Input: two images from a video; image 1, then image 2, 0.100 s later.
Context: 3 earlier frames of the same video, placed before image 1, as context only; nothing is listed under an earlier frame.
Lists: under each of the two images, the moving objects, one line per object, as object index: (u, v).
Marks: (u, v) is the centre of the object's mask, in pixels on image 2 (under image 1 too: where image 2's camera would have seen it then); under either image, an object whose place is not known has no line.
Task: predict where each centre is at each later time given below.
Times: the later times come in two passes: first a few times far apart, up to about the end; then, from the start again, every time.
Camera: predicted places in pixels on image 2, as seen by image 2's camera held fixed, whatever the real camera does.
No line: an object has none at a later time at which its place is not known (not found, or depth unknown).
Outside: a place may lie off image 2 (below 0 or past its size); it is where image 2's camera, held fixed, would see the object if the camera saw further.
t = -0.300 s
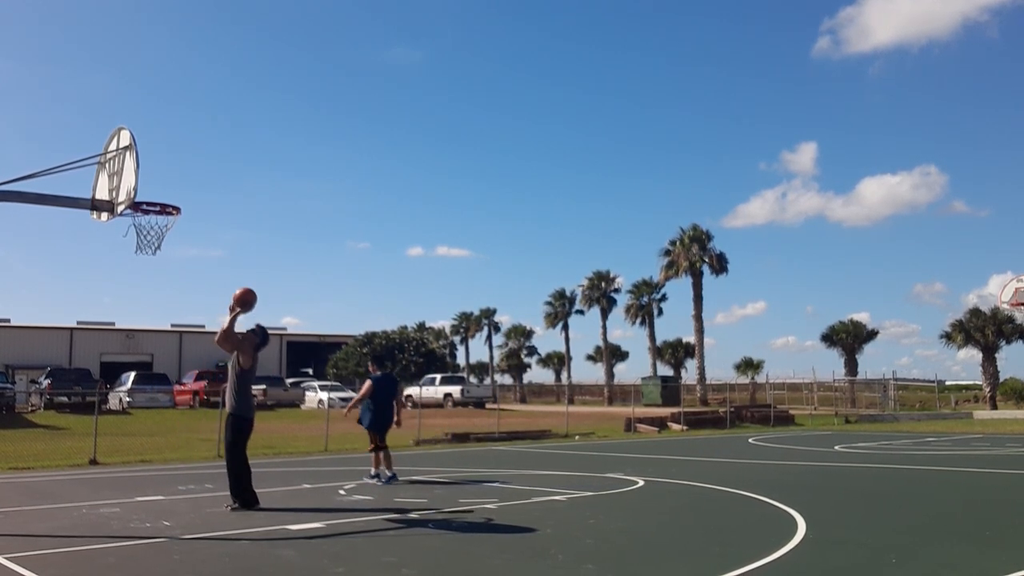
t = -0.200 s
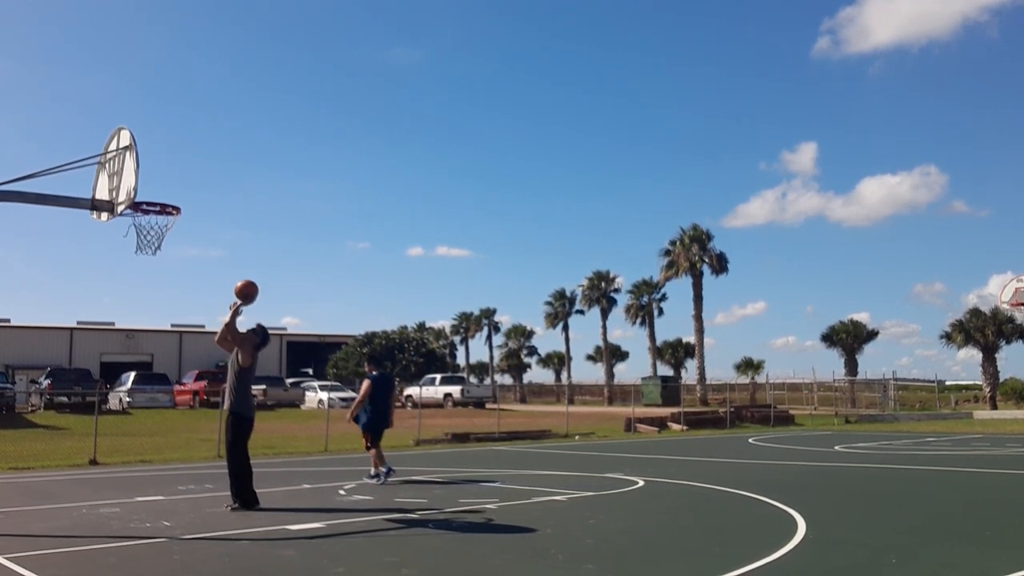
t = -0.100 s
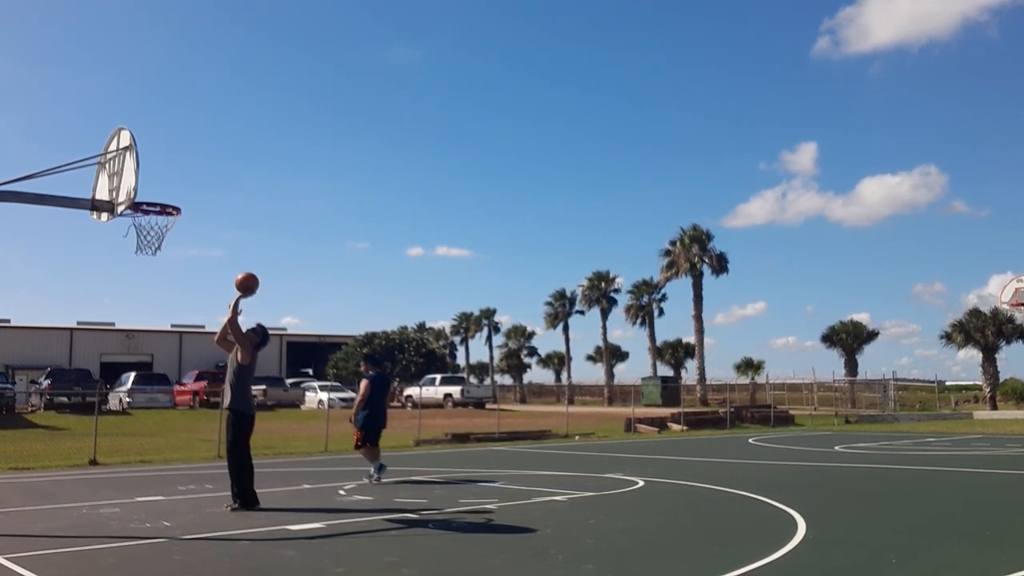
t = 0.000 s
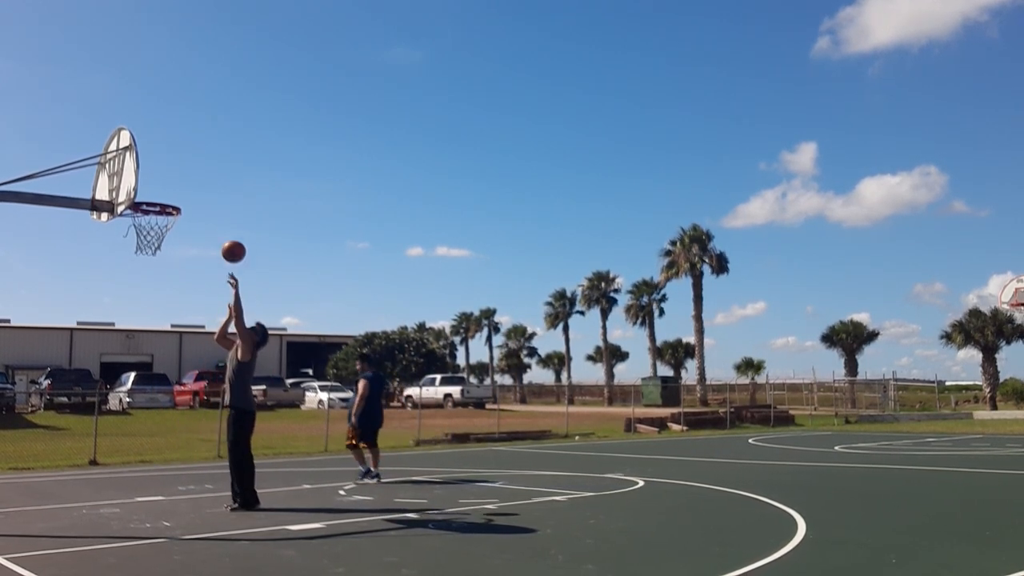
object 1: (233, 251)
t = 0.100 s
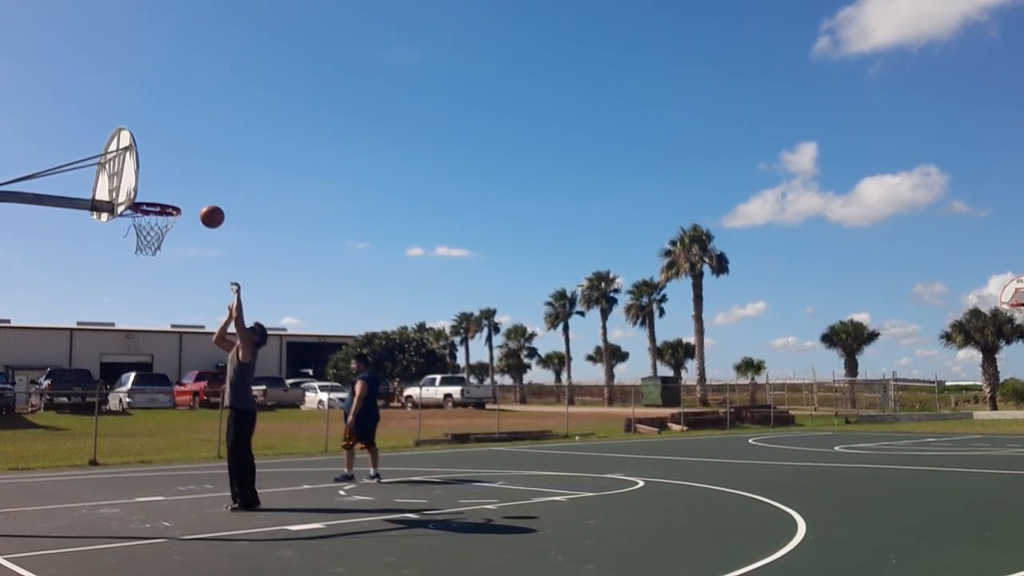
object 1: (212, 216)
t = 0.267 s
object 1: (175, 177)
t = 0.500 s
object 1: (147, 170)
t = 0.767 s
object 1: (161, 197)
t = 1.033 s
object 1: (148, 194)
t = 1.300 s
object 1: (134, 252)
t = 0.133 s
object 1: (205, 206)
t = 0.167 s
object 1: (197, 198)
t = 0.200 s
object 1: (190, 190)
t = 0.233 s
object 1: (182, 183)
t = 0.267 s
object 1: (175, 177)
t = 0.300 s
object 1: (167, 172)
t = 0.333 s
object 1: (159, 168)
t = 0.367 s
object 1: (151, 164)
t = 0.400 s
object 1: (146, 163)
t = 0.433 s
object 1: (143, 162)
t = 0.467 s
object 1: (144, 165)
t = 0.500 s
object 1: (147, 170)
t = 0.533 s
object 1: (151, 176)
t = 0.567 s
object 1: (157, 183)
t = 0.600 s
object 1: (163, 191)
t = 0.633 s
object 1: (169, 199)
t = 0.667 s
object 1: (167, 197)
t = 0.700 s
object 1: (165, 196)
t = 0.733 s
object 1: (163, 196)
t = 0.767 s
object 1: (161, 197)
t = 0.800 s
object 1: (159, 197)
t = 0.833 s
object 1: (157, 194)
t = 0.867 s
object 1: (156, 192)
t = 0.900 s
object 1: (154, 190)
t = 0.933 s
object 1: (153, 189)
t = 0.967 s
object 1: (151, 190)
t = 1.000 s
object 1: (150, 192)
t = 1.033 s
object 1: (148, 194)
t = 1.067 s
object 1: (147, 198)
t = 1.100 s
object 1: (145, 203)
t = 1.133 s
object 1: (143, 208)
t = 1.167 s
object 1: (142, 217)
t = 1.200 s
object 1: (139, 223)
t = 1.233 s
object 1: (137, 231)
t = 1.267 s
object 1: (135, 241)
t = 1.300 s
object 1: (134, 252)
